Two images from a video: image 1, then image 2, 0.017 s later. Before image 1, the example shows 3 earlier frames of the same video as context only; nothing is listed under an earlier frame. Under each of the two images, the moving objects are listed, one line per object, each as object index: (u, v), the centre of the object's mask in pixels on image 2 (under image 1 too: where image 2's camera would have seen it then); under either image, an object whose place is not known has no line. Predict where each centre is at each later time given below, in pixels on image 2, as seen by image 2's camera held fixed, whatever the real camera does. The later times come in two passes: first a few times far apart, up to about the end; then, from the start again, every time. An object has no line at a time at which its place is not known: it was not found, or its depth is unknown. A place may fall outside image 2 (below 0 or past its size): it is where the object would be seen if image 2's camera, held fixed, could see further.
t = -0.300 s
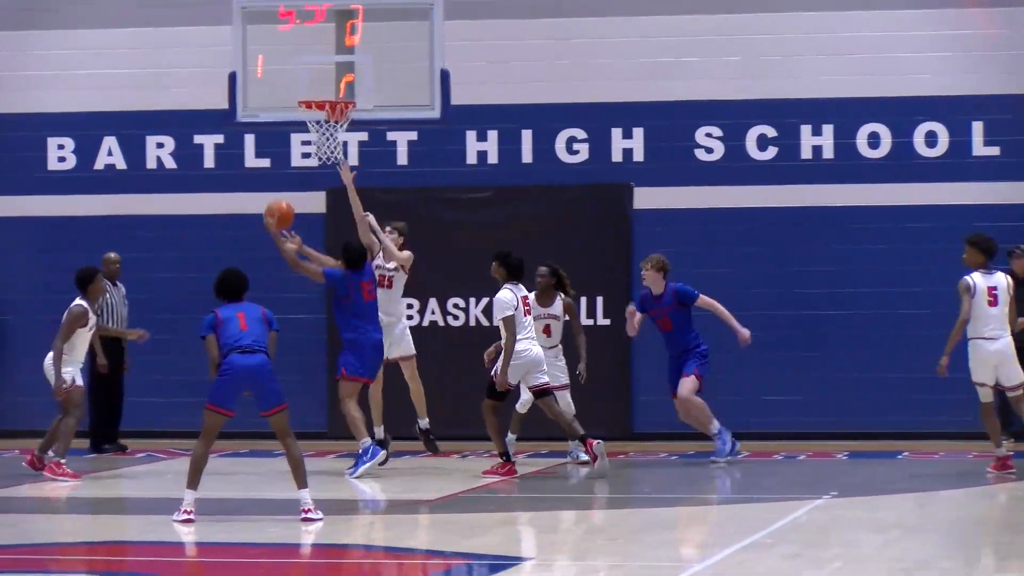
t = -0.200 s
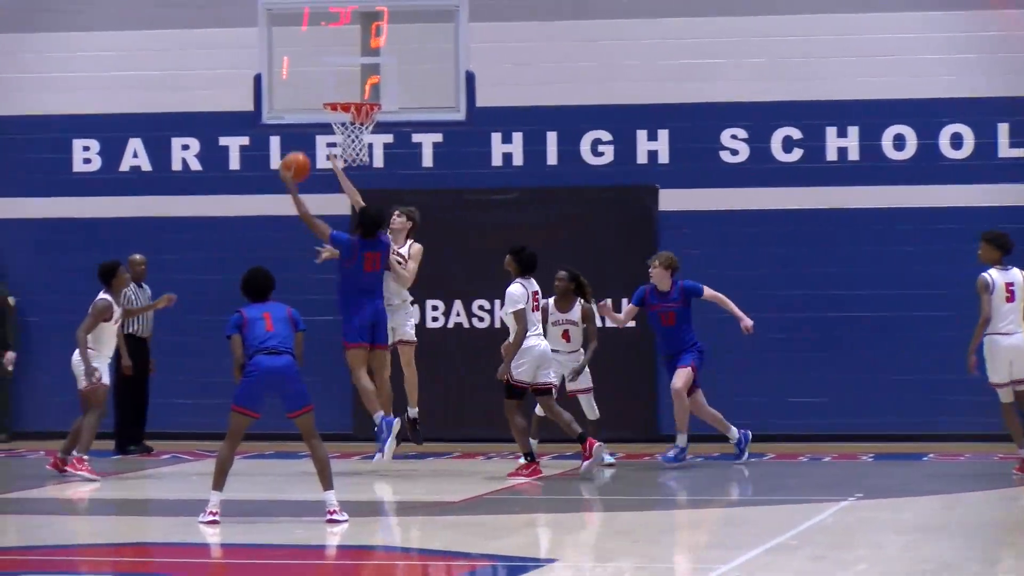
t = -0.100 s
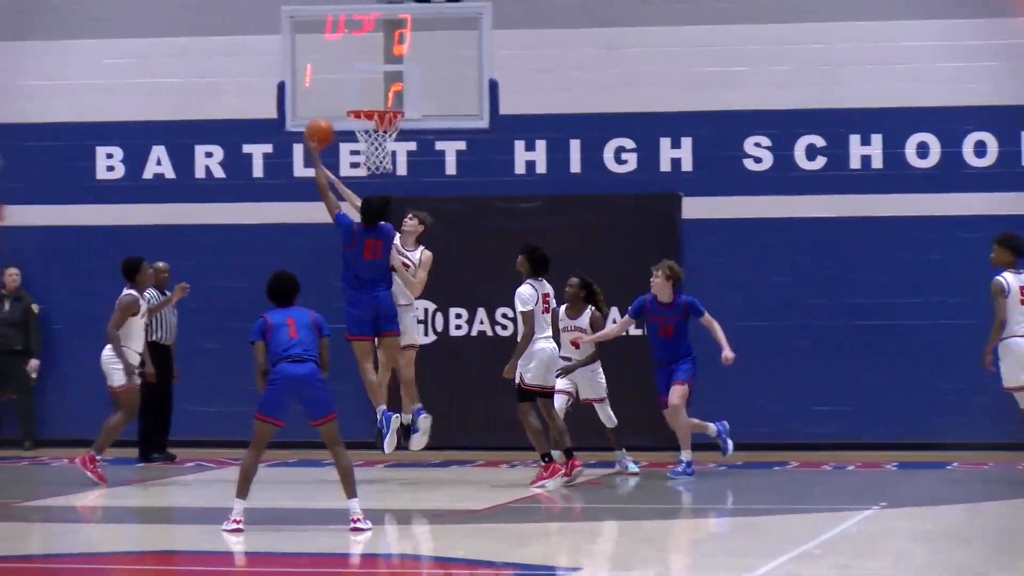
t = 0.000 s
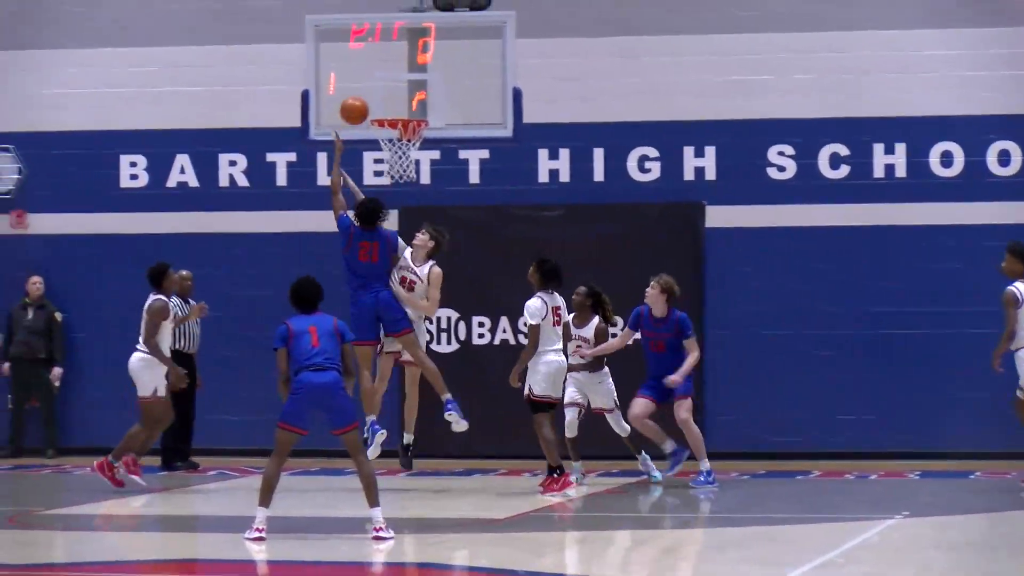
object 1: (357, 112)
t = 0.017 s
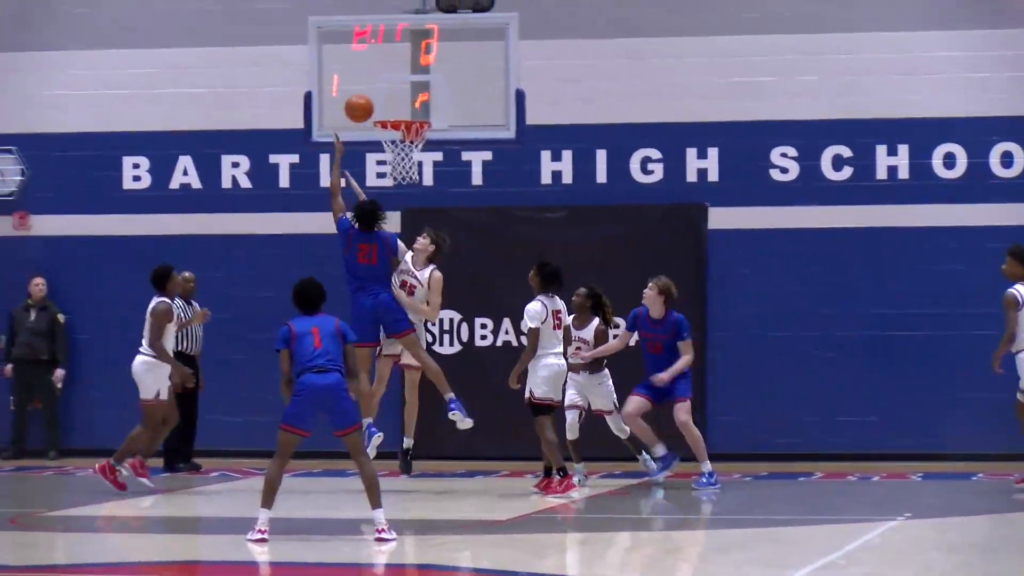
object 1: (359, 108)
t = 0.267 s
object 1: (386, 90)
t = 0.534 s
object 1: (396, 113)
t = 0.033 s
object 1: (360, 105)
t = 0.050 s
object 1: (362, 101)
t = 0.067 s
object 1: (364, 99)
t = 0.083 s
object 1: (366, 96)
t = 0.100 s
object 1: (368, 94)
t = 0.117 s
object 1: (369, 92)
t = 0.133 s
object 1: (371, 90)
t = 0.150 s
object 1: (373, 89)
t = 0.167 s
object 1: (375, 88)
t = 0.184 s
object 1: (377, 88)
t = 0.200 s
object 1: (379, 88)
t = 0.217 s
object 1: (380, 88)
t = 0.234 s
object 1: (382, 88)
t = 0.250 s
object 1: (384, 89)
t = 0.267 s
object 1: (386, 90)
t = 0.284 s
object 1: (388, 91)
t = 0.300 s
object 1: (389, 93)
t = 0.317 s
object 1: (390, 94)
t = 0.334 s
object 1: (389, 96)
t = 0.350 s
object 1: (389, 98)
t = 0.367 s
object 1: (388, 100)
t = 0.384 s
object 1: (387, 102)
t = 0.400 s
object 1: (387, 105)
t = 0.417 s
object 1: (386, 107)
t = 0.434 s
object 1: (386, 110)
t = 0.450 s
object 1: (386, 111)
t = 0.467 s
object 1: (388, 111)
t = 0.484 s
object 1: (390, 112)
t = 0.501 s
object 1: (392, 112)
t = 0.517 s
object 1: (393, 113)
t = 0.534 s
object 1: (396, 113)
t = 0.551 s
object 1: (399, 113)
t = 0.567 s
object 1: (402, 113)
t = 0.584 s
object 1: (405, 113)
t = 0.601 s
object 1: (409, 114)
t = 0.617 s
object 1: (411, 113)
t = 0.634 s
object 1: (412, 113)
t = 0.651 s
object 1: (413, 113)
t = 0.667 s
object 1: (415, 113)
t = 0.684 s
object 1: (417, 112)
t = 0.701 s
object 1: (417, 112)
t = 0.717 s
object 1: (416, 112)
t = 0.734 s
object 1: (415, 112)
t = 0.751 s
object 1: (414, 112)
